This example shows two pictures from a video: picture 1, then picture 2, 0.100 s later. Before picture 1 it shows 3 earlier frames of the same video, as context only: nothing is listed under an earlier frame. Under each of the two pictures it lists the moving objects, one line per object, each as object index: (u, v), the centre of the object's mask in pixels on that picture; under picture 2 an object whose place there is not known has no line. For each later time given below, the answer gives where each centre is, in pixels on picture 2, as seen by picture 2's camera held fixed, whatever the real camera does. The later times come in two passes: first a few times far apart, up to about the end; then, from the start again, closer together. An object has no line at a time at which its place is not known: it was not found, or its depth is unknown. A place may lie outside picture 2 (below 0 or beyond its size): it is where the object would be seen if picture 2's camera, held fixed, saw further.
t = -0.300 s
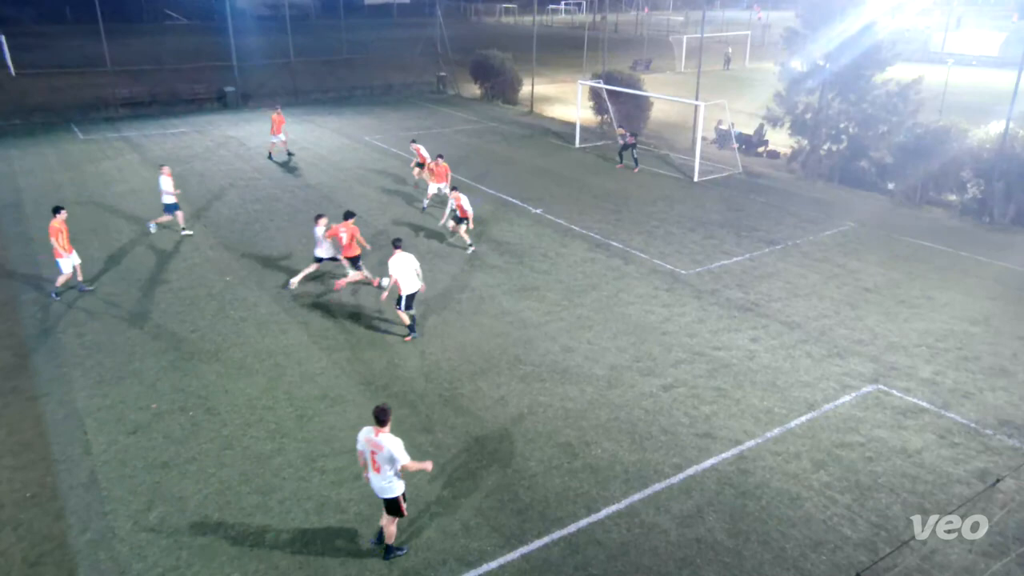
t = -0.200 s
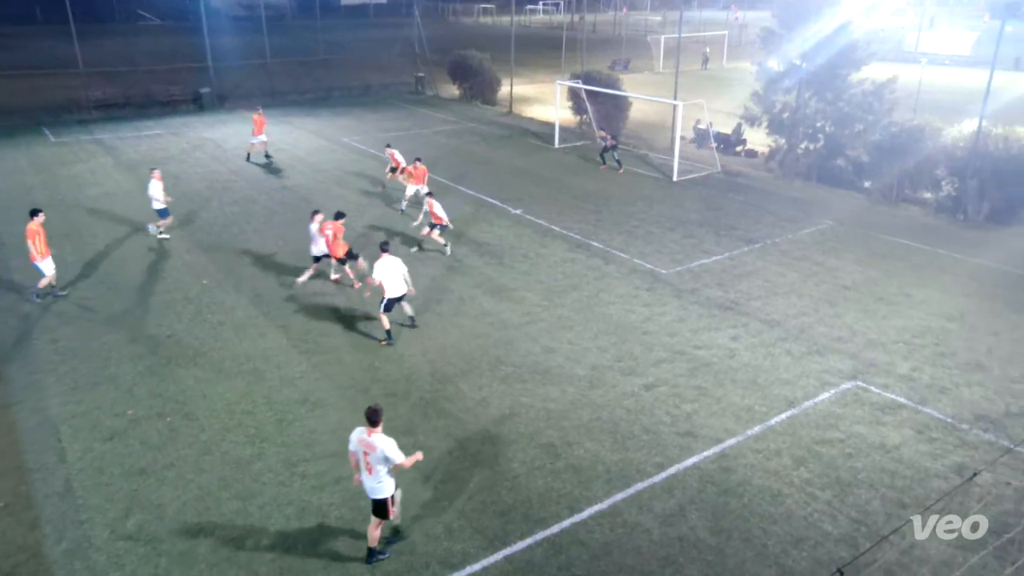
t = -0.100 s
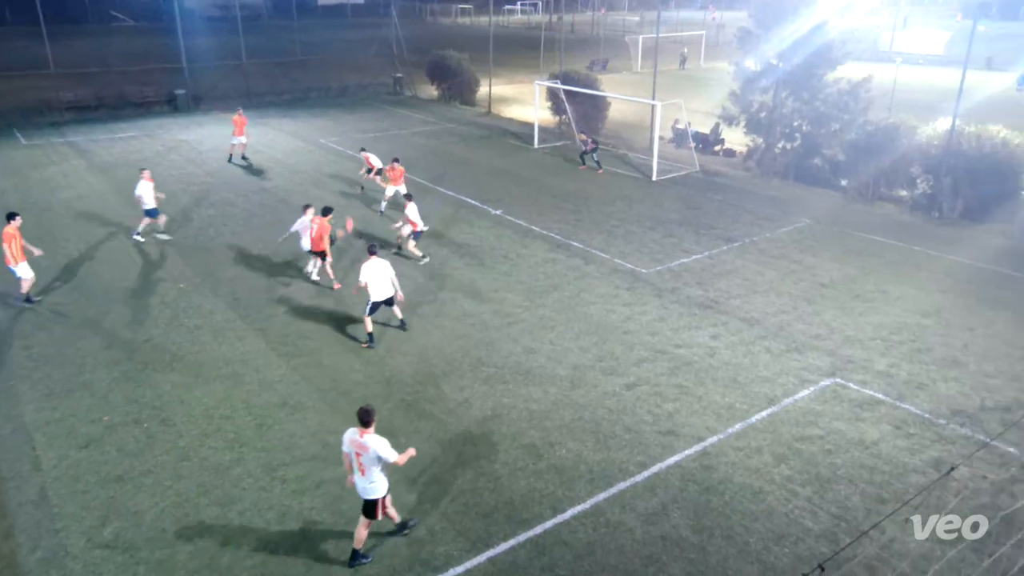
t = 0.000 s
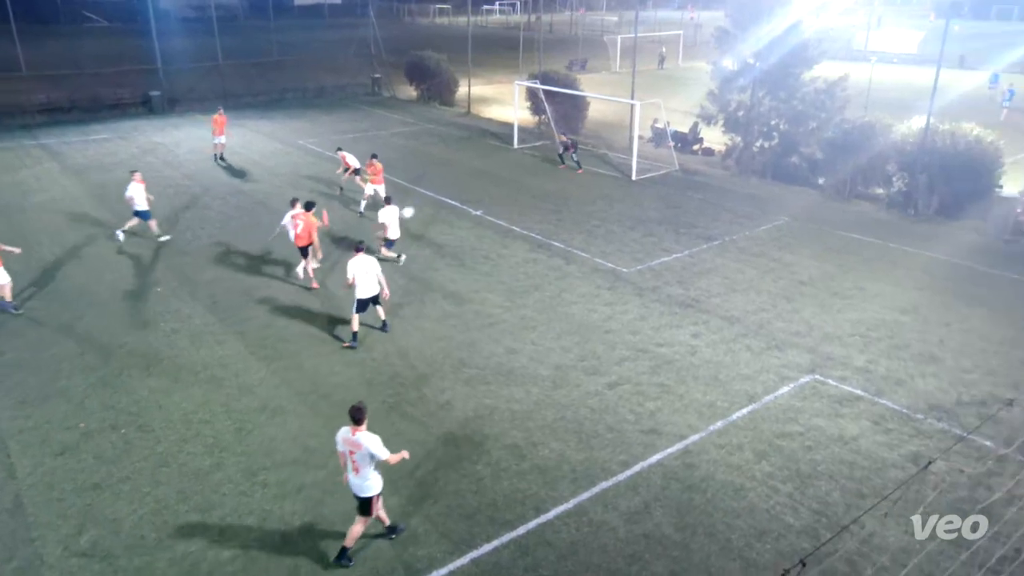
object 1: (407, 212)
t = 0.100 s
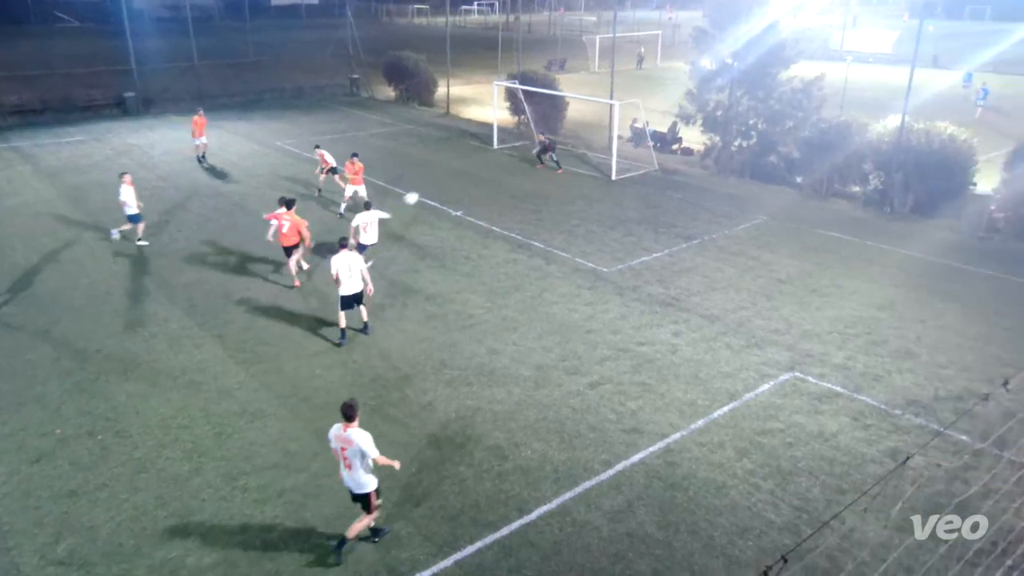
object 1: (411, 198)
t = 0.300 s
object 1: (468, 176)
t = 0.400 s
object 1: (502, 172)
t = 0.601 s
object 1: (578, 180)
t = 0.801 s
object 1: (667, 213)
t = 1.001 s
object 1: (766, 277)
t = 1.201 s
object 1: (871, 371)
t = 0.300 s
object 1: (468, 176)
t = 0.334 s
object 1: (479, 175)
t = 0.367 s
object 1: (490, 173)
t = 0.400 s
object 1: (502, 172)
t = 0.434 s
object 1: (514, 172)
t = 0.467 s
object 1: (526, 172)
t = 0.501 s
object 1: (538, 173)
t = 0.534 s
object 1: (551, 175)
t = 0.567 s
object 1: (564, 177)
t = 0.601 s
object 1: (578, 180)
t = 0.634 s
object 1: (592, 184)
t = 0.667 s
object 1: (606, 188)
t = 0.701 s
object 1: (621, 193)
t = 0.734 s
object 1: (635, 199)
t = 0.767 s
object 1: (651, 206)
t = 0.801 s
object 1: (667, 213)
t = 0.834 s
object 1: (683, 222)
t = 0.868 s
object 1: (698, 231)
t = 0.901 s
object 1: (715, 241)
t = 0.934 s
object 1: (731, 252)
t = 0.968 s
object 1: (748, 264)
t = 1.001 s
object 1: (766, 277)
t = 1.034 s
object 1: (783, 290)
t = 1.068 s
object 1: (800, 305)
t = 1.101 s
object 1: (818, 320)
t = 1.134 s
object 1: (836, 337)
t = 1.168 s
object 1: (854, 354)
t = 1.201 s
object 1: (871, 371)
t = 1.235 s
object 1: (891, 391)
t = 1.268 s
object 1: (909, 410)
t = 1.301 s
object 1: (927, 430)
